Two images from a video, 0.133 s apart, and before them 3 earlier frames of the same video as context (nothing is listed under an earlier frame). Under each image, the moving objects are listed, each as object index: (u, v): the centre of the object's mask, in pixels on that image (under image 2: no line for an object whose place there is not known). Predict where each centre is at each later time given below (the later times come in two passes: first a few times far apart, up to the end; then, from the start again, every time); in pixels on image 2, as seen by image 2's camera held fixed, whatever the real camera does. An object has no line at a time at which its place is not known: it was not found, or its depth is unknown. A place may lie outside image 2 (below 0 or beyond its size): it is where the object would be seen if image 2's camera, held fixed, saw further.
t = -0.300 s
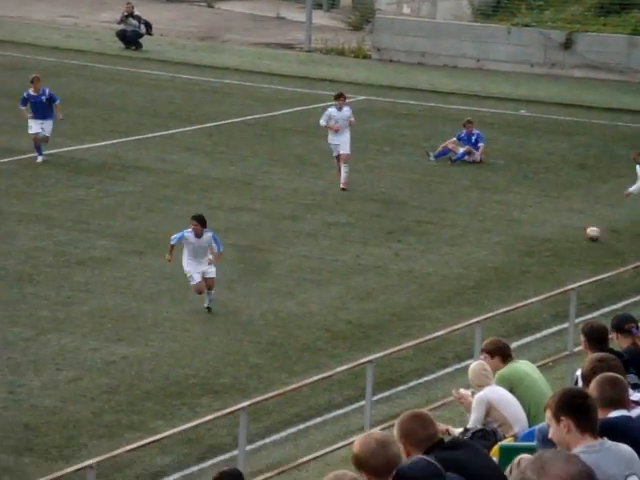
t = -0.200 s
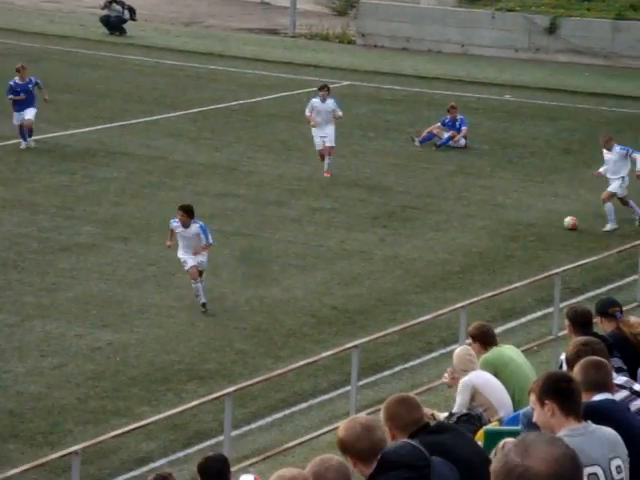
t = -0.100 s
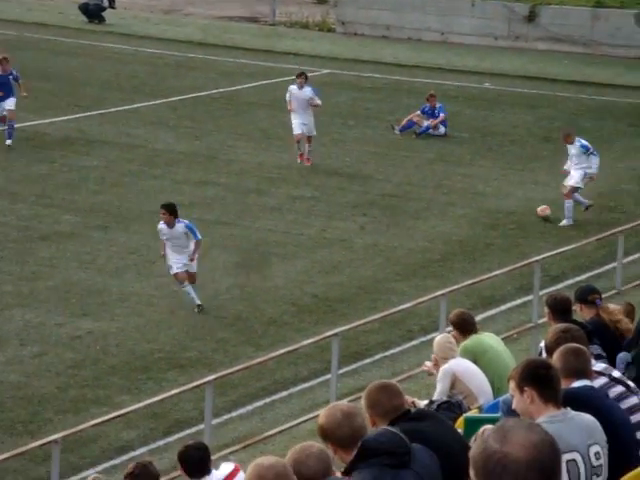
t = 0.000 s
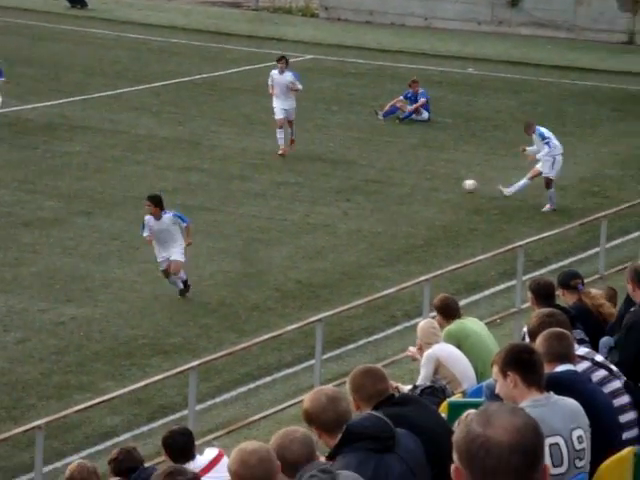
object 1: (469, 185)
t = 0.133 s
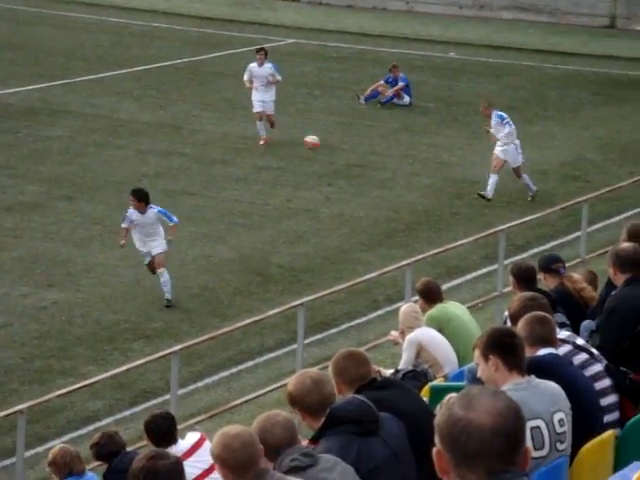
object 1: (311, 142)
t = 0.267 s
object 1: (167, 126)
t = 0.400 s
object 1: (16, 122)
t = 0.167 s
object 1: (276, 136)
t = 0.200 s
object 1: (240, 132)
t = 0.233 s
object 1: (203, 128)
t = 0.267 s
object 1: (167, 126)
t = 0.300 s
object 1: (130, 123)
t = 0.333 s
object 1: (93, 122)
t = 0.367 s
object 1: (55, 122)
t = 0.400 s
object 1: (16, 122)
